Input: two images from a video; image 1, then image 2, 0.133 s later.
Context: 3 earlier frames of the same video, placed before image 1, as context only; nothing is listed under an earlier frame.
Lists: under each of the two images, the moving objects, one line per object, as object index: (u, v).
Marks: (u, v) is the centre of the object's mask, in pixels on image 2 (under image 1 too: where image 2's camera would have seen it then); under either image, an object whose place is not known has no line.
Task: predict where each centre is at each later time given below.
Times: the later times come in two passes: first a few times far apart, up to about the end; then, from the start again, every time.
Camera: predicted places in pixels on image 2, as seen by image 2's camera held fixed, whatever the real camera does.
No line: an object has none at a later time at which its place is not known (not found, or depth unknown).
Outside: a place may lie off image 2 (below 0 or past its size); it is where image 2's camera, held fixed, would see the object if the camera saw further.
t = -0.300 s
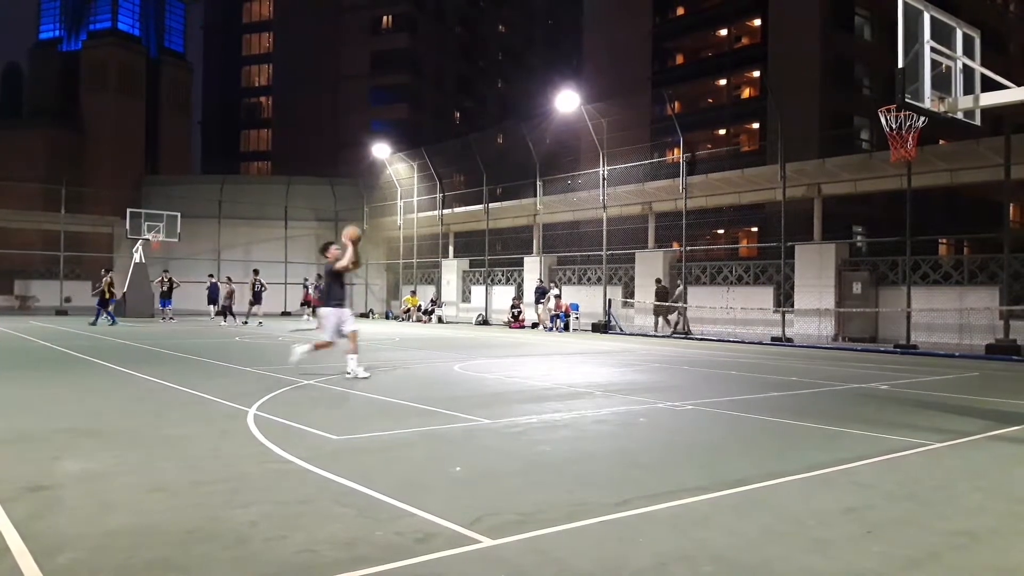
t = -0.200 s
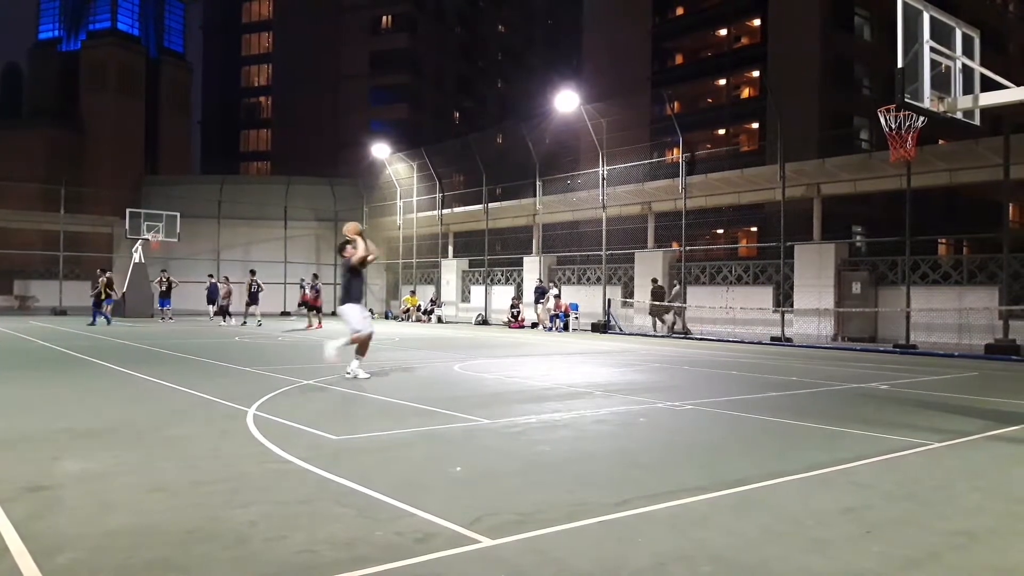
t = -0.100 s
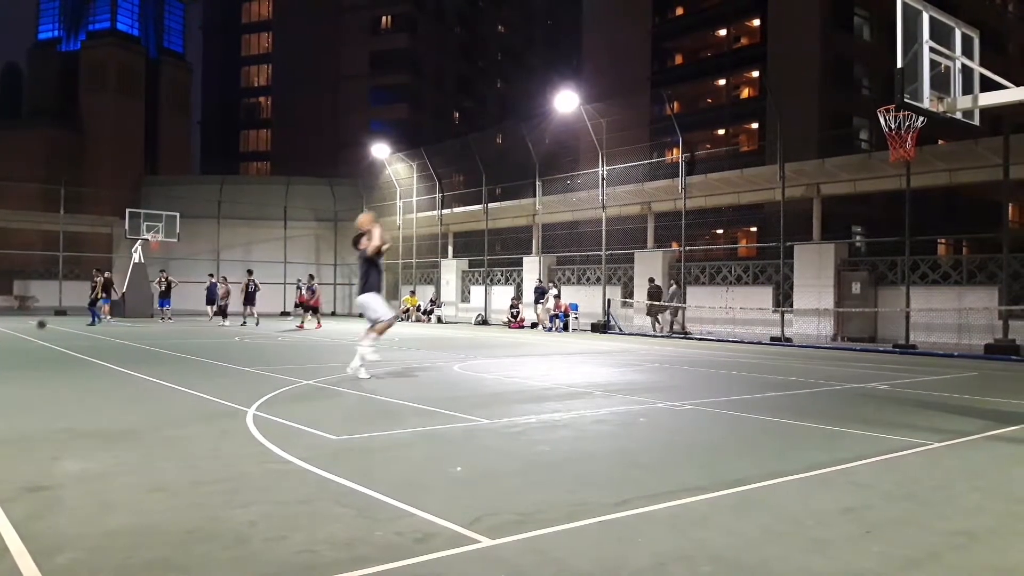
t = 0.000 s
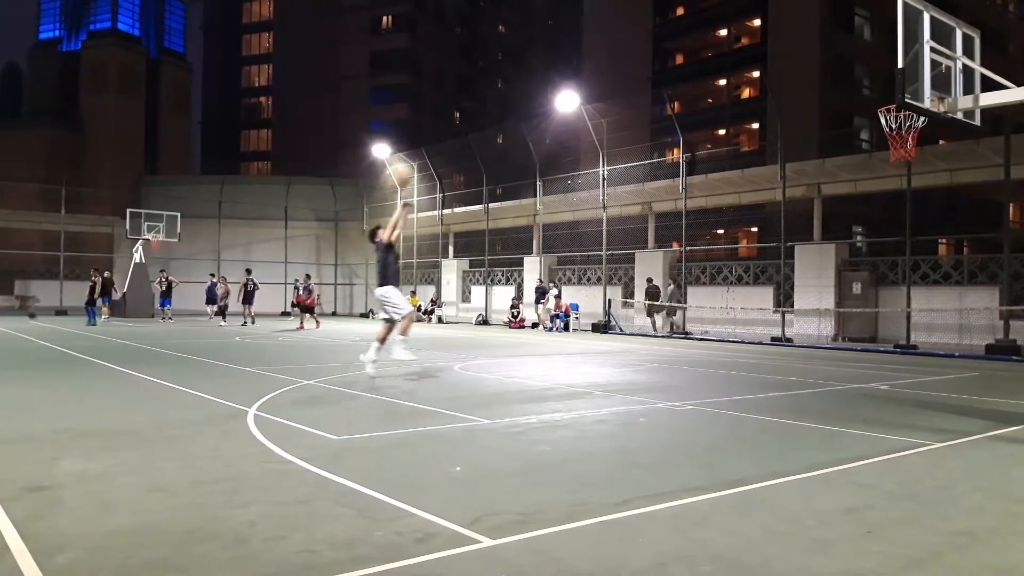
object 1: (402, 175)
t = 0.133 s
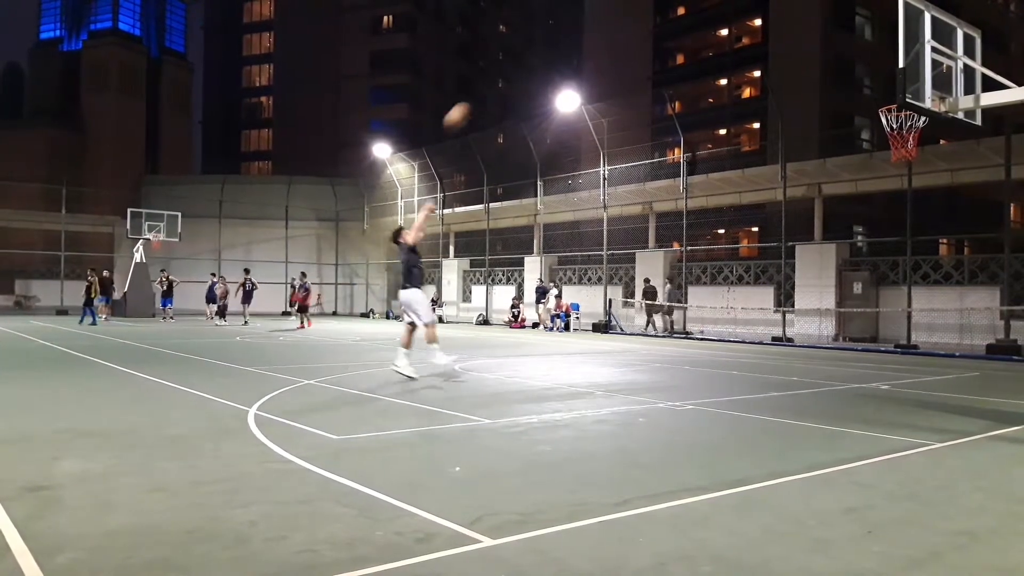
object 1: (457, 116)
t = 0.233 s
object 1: (501, 77)
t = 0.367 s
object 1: (561, 39)
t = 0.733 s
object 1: (735, 8)
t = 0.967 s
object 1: (853, 48)
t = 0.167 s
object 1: (471, 103)
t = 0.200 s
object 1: (487, 89)
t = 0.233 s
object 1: (501, 77)
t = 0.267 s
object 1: (515, 67)
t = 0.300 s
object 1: (530, 57)
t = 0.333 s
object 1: (545, 47)
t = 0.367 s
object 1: (561, 39)
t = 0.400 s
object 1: (573, 31)
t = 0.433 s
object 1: (589, 23)
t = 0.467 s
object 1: (605, 17)
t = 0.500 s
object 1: (620, 12)
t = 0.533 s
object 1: (635, 8)
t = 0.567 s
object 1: (652, 7)
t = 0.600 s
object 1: (668, 6)
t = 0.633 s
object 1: (684, 6)
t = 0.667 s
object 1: (703, 7)
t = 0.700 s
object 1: (718, 7)
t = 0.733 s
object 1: (735, 8)
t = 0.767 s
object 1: (751, 9)
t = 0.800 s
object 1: (768, 11)
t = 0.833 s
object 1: (783, 17)
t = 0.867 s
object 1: (802, 23)
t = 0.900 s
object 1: (819, 31)
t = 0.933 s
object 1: (837, 40)
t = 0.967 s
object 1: (853, 48)
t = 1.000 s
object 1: (872, 60)
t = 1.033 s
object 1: (886, 71)
